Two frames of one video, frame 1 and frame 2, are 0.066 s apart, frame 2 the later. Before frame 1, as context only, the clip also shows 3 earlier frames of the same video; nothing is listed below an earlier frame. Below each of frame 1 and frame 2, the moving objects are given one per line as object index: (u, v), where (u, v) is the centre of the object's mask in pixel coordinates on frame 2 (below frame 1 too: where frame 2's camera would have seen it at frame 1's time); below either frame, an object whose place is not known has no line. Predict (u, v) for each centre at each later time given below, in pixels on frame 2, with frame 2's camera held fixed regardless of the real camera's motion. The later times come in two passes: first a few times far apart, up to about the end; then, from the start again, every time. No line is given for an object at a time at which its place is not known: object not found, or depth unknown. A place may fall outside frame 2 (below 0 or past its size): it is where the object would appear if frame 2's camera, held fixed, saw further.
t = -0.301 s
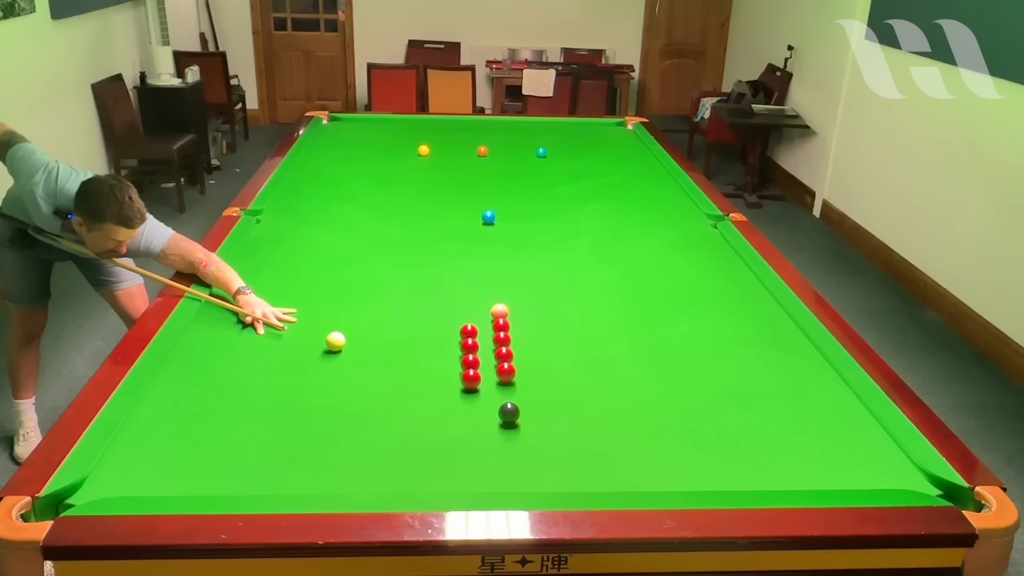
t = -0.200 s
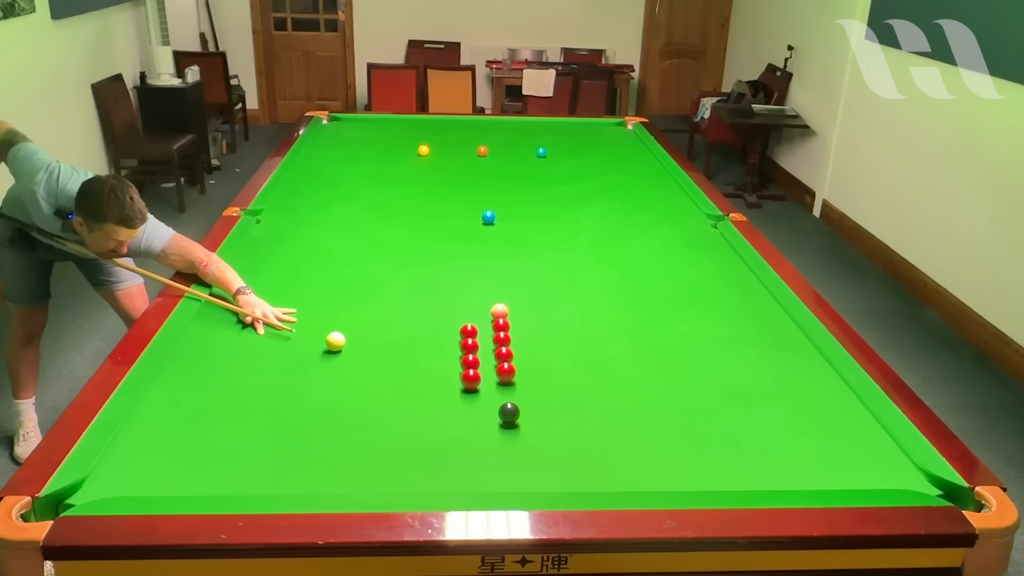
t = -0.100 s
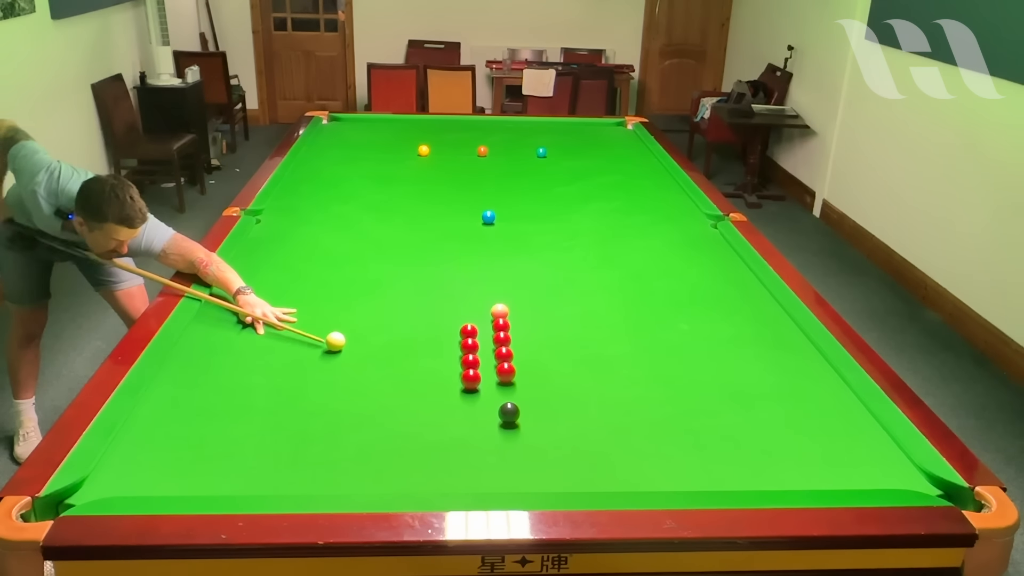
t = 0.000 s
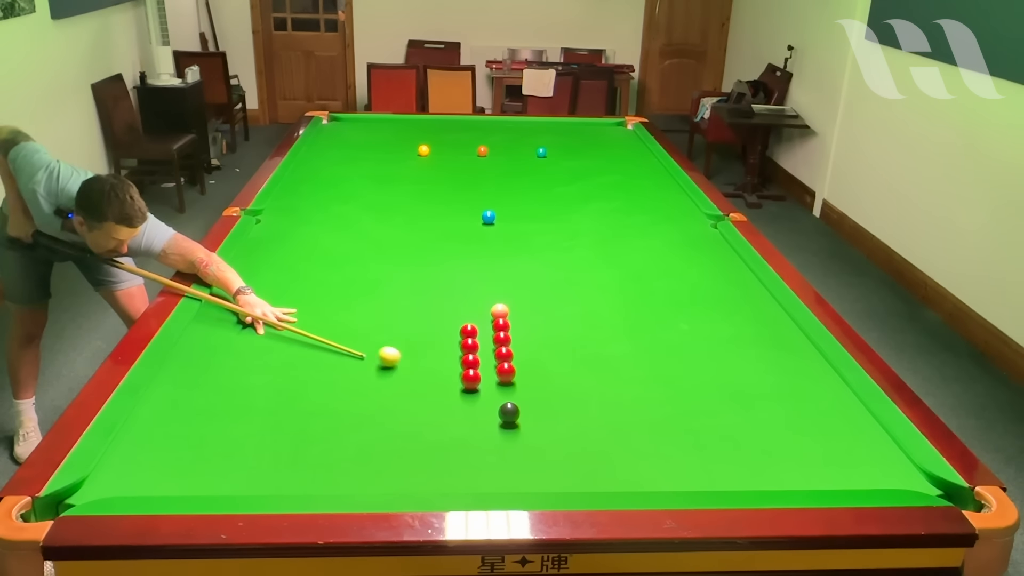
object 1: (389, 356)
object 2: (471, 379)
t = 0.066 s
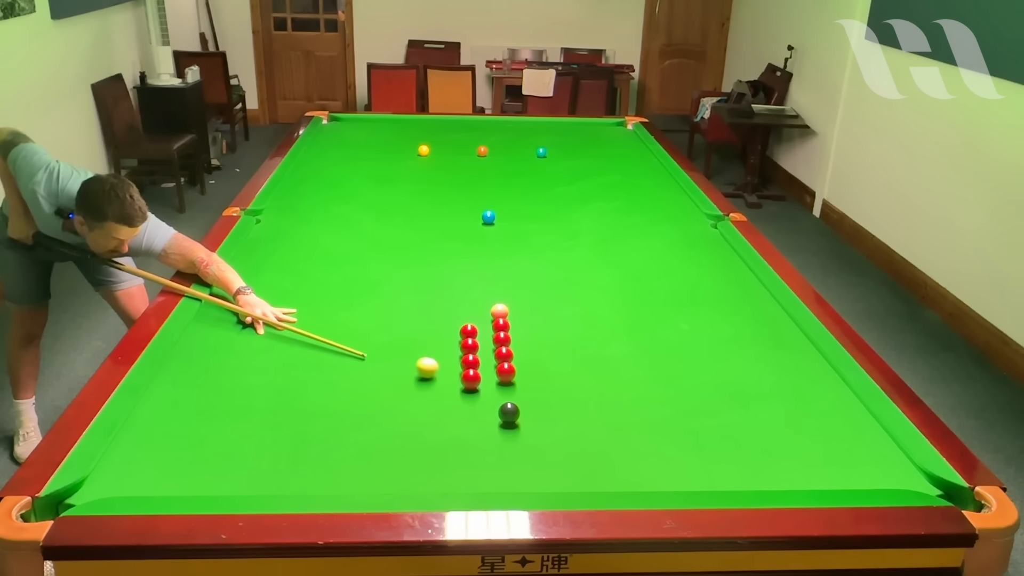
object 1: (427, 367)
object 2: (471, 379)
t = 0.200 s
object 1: (449, 376)
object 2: (519, 389)
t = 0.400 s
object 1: (437, 376)
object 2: (619, 414)
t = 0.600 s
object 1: (426, 375)
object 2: (719, 437)
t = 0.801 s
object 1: (415, 375)
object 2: (825, 463)
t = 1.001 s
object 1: (407, 375)
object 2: (939, 488)
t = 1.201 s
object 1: (399, 375)
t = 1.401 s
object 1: (392, 374)
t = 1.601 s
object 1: (387, 374)
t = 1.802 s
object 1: (383, 374)
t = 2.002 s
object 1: (380, 374)
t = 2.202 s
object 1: (378, 374)
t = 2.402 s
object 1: (378, 374)
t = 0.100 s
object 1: (445, 372)
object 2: (471, 379)
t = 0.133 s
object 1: (452, 375)
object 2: (483, 381)
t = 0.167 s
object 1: (451, 376)
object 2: (502, 387)
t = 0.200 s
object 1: (449, 376)
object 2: (519, 389)
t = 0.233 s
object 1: (447, 376)
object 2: (537, 395)
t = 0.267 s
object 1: (445, 376)
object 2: (554, 398)
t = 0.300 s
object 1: (443, 376)
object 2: (571, 403)
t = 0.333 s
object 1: (441, 376)
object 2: (588, 406)
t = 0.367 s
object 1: (439, 376)
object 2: (604, 410)
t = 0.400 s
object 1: (437, 376)
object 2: (619, 414)
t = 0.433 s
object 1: (435, 375)
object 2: (636, 418)
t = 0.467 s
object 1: (433, 375)
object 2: (652, 421)
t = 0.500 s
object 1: (431, 375)
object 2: (668, 425)
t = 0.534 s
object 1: (429, 375)
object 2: (685, 429)
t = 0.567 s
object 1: (427, 375)
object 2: (702, 433)
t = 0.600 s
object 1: (426, 375)
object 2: (719, 437)
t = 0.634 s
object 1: (424, 375)
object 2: (736, 441)
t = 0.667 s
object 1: (422, 375)
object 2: (753, 445)
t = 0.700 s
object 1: (420, 375)
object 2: (771, 450)
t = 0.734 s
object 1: (419, 375)
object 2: (788, 454)
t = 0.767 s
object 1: (417, 375)
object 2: (806, 458)
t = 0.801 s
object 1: (415, 375)
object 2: (825, 463)
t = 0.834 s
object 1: (414, 375)
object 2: (843, 467)
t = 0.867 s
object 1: (412, 375)
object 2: (861, 471)
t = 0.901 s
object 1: (411, 375)
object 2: (880, 475)
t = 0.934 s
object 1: (409, 375)
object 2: (899, 479)
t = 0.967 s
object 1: (408, 375)
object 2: (919, 482)
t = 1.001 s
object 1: (407, 375)
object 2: (939, 488)
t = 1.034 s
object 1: (405, 375)
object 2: (958, 497)
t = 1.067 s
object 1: (404, 374)
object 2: (972, 507)
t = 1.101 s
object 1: (403, 374)
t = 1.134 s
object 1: (401, 374)
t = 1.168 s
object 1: (400, 375)
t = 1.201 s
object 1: (399, 375)
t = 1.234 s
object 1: (398, 374)
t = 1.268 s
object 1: (396, 374)
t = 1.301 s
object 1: (395, 374)
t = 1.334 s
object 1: (394, 374)
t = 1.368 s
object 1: (393, 374)
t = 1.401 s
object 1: (392, 374)
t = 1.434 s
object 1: (391, 374)
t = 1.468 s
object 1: (390, 374)
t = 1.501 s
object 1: (390, 374)
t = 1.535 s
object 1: (389, 374)
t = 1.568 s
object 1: (388, 374)
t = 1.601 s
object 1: (387, 374)
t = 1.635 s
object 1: (386, 374)
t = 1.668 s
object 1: (386, 374)
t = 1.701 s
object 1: (385, 374)
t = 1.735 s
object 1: (384, 374)
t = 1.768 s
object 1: (384, 374)
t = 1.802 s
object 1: (383, 374)
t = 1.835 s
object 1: (382, 374)
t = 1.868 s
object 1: (382, 374)
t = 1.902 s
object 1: (381, 374)
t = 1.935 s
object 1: (381, 374)
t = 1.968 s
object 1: (380, 374)
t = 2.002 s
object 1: (380, 374)
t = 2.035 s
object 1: (380, 374)
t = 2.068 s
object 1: (379, 374)
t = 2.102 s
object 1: (379, 374)
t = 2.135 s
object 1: (379, 374)
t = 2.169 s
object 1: (378, 374)
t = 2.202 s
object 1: (378, 374)
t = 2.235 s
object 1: (378, 374)
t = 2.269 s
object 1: (378, 374)
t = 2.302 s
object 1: (378, 374)
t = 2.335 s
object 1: (378, 374)
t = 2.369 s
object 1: (378, 374)
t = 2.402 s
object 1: (378, 374)
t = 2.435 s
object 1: (378, 374)
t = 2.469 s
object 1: (378, 374)
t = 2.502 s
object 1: (378, 374)
